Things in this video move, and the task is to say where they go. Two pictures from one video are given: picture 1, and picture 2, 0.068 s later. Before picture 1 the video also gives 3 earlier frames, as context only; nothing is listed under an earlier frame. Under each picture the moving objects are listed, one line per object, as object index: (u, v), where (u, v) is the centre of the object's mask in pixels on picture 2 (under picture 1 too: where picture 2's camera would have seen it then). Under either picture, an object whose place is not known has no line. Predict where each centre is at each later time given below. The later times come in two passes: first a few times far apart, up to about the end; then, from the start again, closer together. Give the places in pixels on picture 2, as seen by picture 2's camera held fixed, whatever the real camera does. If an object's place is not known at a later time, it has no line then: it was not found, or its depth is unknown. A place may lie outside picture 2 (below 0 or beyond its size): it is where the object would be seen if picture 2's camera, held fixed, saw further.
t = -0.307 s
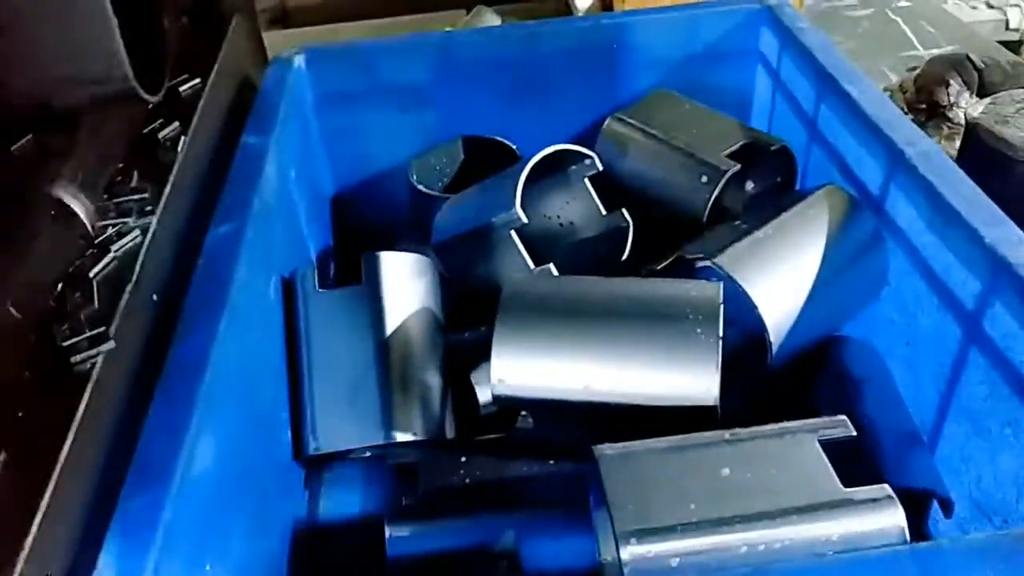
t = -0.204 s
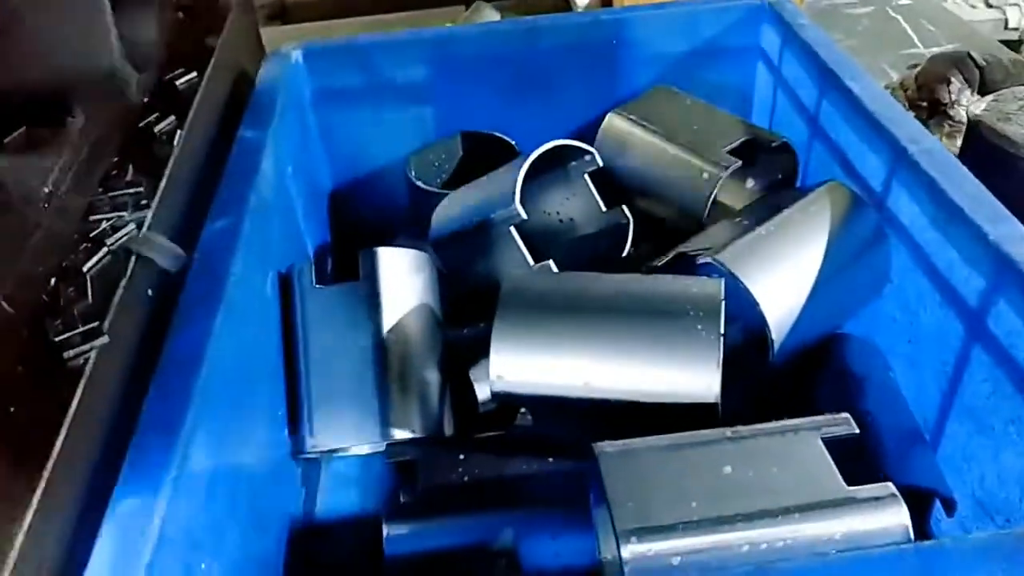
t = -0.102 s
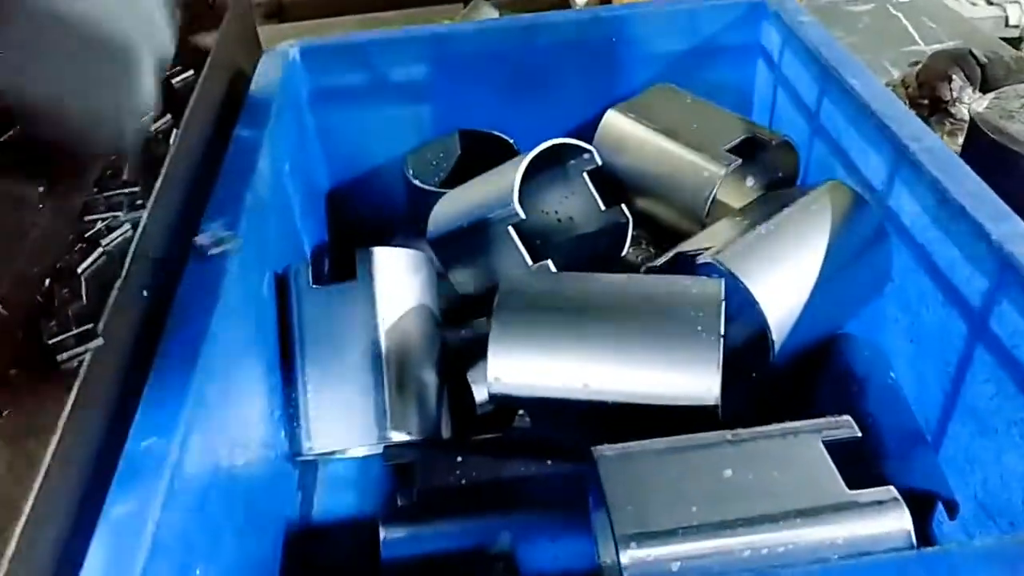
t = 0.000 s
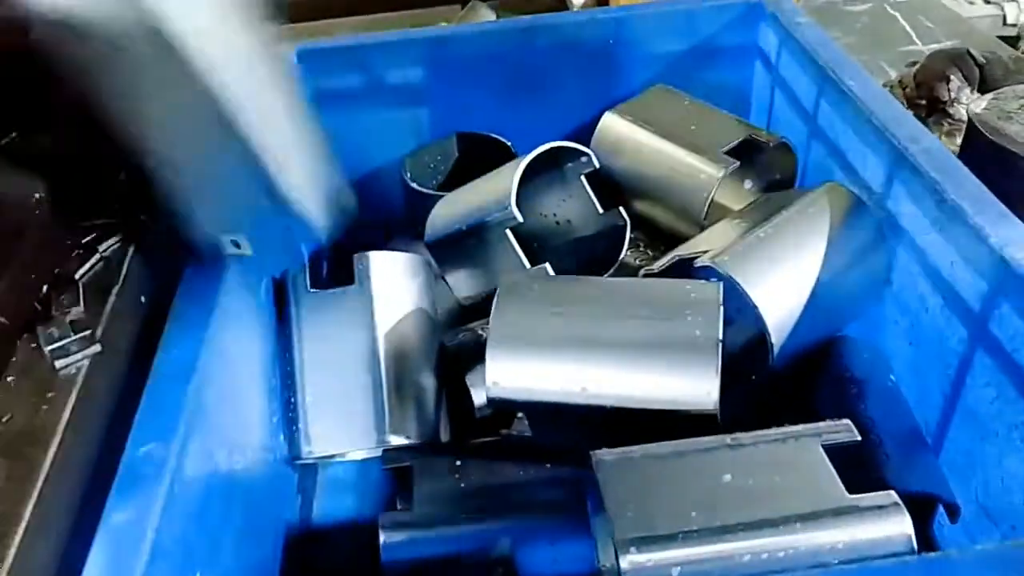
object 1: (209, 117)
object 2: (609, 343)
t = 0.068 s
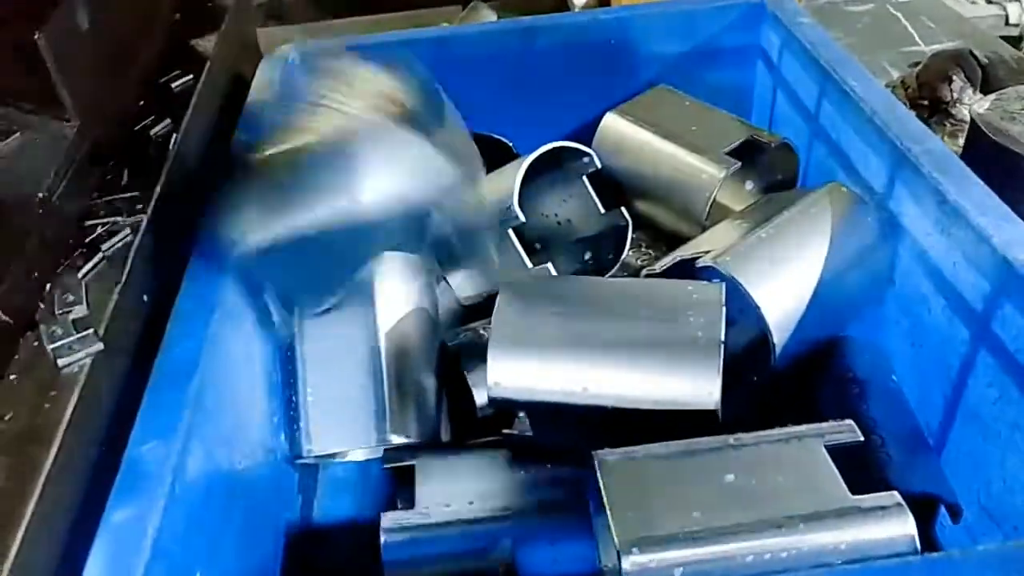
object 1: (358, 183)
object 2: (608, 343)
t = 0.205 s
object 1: (453, 293)
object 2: (661, 369)
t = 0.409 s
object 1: (448, 433)
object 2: (679, 377)
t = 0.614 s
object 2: (677, 377)
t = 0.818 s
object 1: (448, 446)
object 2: (677, 377)
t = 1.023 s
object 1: (446, 442)
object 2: (677, 377)
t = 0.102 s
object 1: (407, 227)
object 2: (612, 345)
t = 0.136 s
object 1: (438, 236)
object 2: (633, 350)
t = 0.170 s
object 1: (445, 261)
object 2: (645, 361)
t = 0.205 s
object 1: (453, 293)
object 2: (661, 369)
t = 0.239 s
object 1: (457, 326)
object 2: (674, 374)
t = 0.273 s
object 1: (458, 354)
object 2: (681, 378)
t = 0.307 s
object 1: (454, 402)
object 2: (681, 378)
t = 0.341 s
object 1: (449, 415)
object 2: (680, 377)
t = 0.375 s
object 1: (449, 426)
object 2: (679, 377)
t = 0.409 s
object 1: (448, 433)
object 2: (679, 377)
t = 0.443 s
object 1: (446, 440)
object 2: (678, 377)
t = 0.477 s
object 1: (446, 445)
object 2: (677, 376)
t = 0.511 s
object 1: (446, 444)
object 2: (677, 376)
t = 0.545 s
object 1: (445, 448)
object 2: (676, 376)
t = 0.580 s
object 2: (676, 376)
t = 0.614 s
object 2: (677, 377)
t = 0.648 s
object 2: (678, 377)
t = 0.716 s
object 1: (447, 441)
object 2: (677, 377)
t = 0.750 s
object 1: (448, 444)
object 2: (677, 376)
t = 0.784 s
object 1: (449, 446)
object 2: (677, 377)
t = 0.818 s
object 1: (448, 446)
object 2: (677, 377)
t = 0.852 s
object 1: (447, 444)
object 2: (677, 377)
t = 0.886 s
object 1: (446, 441)
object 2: (677, 377)
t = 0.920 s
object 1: (445, 439)
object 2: (677, 377)
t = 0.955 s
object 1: (445, 440)
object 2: (677, 377)
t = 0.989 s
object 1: (445, 443)
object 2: (677, 377)
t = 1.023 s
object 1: (446, 442)
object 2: (677, 377)
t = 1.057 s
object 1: (446, 443)
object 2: (676, 377)
